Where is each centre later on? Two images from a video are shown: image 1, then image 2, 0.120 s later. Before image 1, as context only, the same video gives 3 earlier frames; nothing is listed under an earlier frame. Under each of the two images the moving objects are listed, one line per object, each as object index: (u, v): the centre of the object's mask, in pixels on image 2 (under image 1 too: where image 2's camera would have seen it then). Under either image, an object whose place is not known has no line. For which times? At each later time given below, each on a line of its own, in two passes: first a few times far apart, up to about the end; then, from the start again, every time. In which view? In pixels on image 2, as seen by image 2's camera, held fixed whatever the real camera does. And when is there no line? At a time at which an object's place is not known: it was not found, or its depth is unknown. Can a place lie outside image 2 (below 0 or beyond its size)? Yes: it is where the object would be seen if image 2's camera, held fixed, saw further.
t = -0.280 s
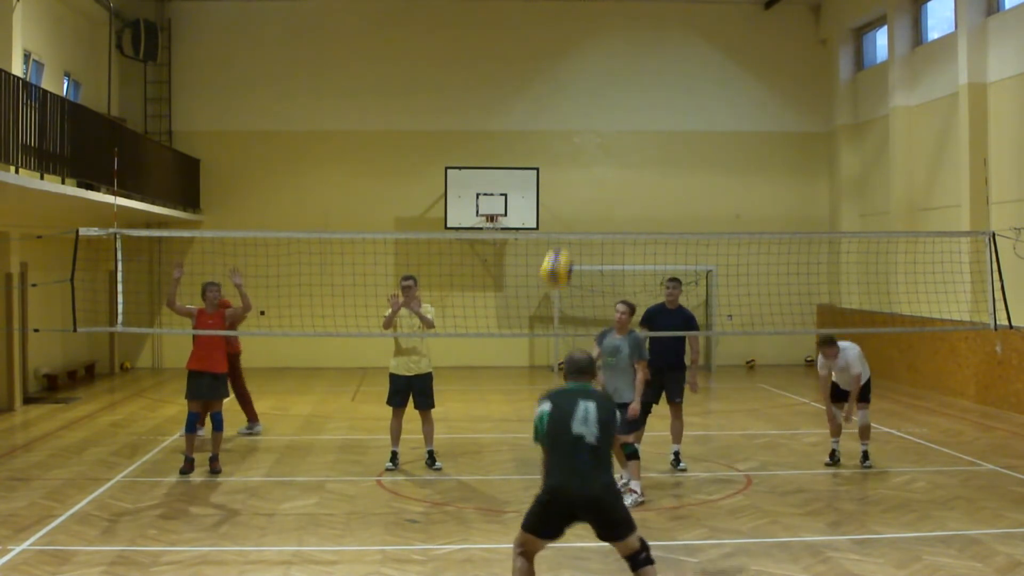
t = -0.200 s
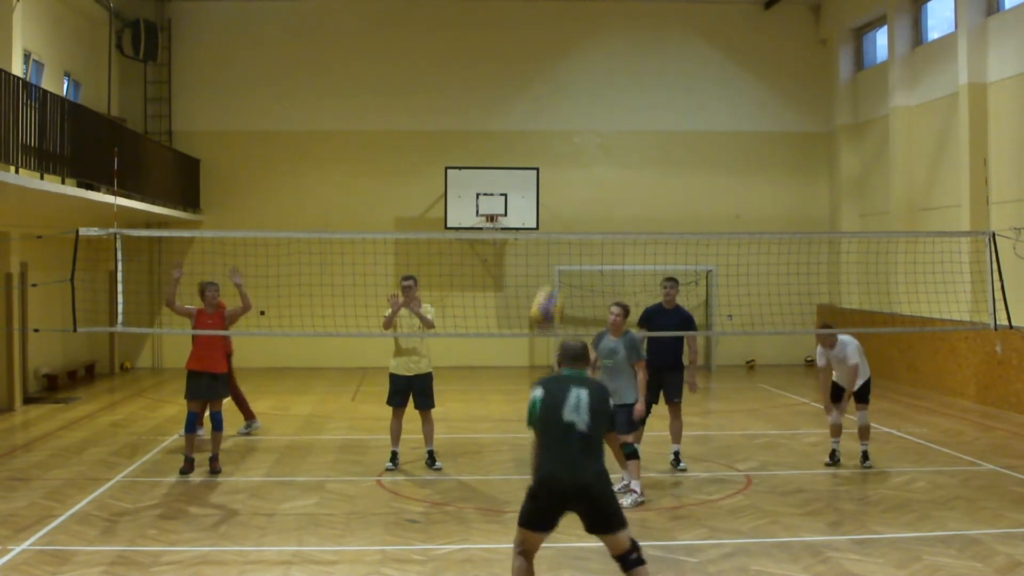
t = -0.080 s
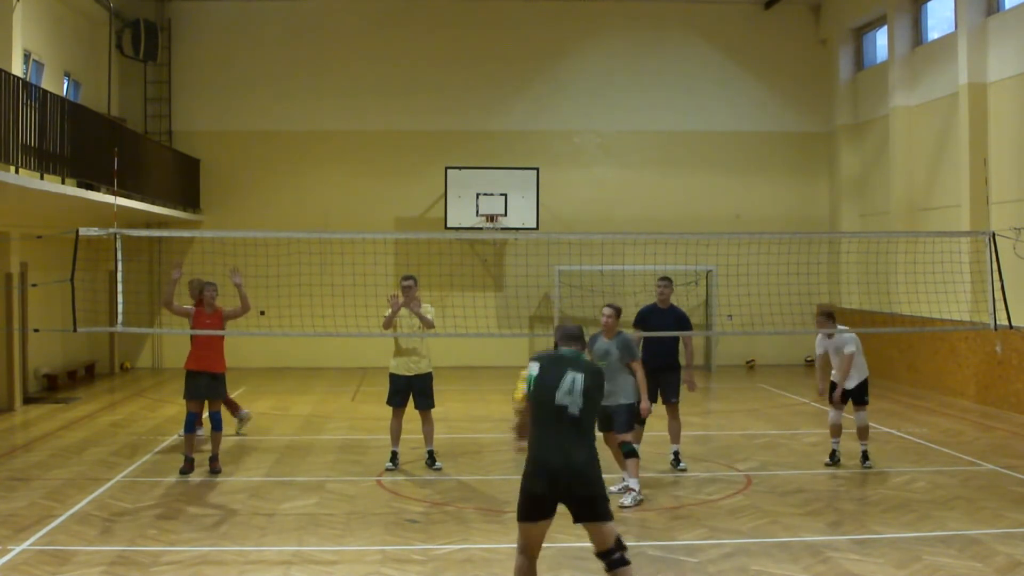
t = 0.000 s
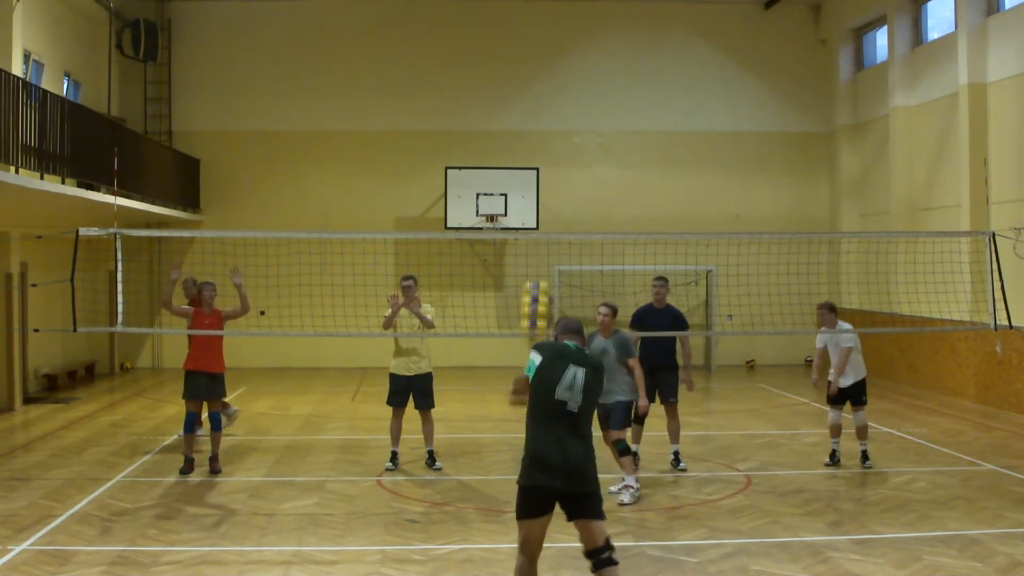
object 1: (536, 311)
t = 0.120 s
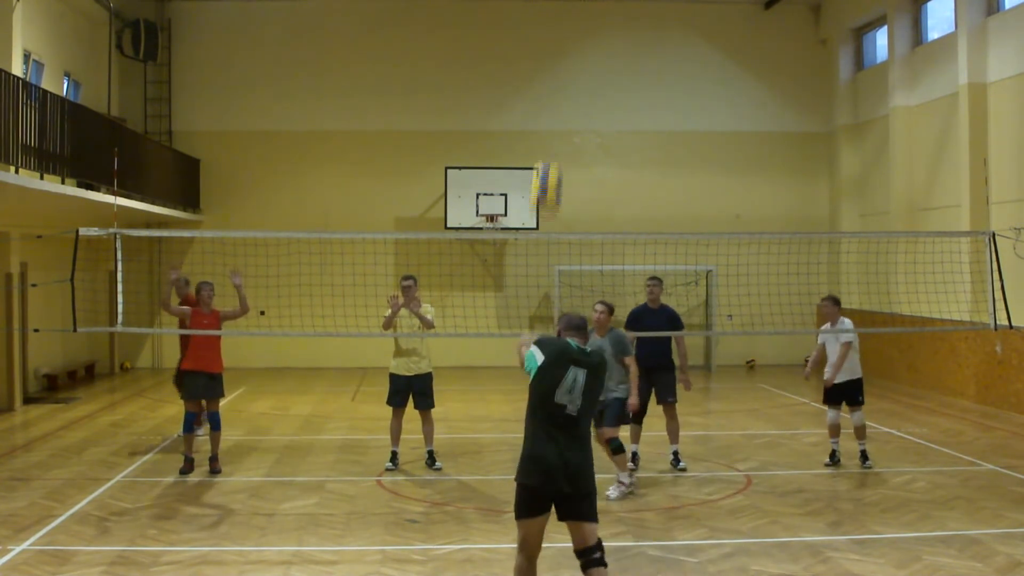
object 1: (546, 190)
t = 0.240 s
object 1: (555, 101)
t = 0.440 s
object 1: (567, 19)
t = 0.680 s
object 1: (579, 6)
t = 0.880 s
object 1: (587, 38)
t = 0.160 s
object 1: (550, 156)
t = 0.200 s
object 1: (552, 127)
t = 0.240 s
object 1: (555, 101)
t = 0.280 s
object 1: (558, 79)
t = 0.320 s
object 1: (560, 59)
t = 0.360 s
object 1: (563, 43)
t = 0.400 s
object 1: (565, 30)
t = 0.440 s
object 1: (567, 19)
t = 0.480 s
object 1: (569, 12)
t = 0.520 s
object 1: (571, 8)
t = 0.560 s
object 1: (572, 6)
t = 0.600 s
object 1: (574, 5)
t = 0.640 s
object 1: (576, 5)
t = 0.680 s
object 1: (579, 6)
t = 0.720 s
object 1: (580, 7)
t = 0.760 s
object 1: (582, 10)
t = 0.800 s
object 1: (584, 18)
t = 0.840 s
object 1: (585, 27)
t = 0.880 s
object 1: (587, 38)
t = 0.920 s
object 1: (589, 52)
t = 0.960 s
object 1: (590, 66)
